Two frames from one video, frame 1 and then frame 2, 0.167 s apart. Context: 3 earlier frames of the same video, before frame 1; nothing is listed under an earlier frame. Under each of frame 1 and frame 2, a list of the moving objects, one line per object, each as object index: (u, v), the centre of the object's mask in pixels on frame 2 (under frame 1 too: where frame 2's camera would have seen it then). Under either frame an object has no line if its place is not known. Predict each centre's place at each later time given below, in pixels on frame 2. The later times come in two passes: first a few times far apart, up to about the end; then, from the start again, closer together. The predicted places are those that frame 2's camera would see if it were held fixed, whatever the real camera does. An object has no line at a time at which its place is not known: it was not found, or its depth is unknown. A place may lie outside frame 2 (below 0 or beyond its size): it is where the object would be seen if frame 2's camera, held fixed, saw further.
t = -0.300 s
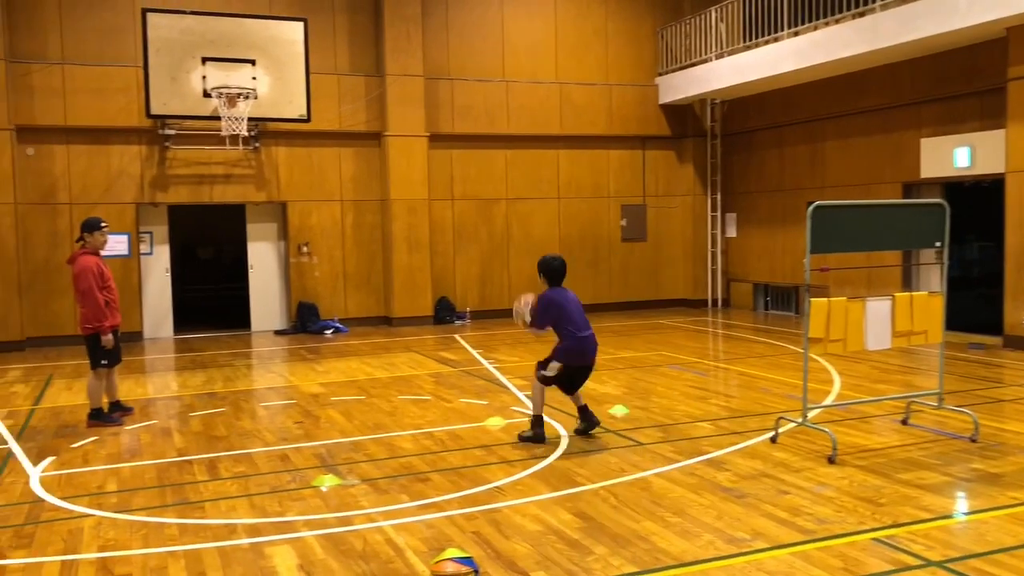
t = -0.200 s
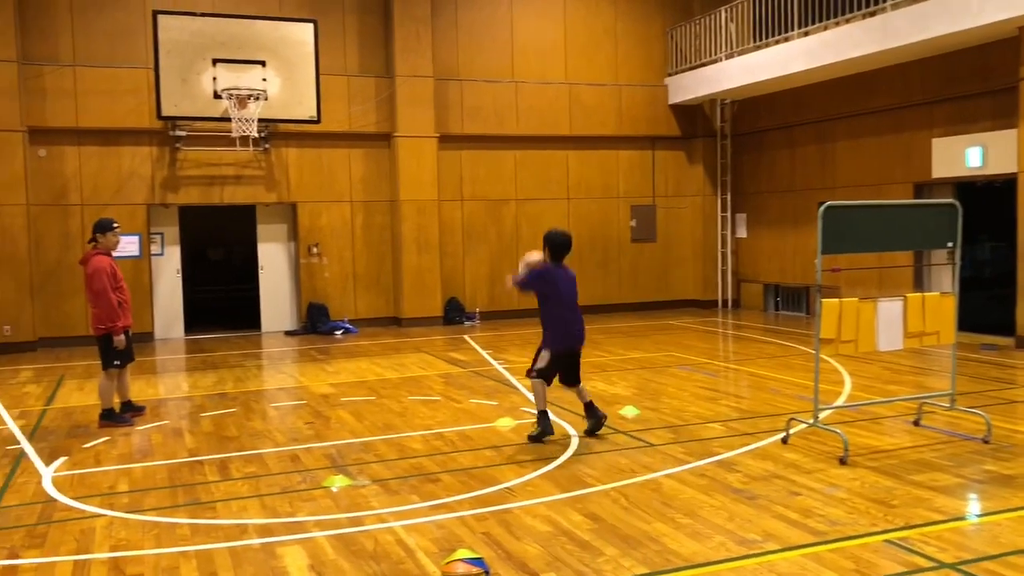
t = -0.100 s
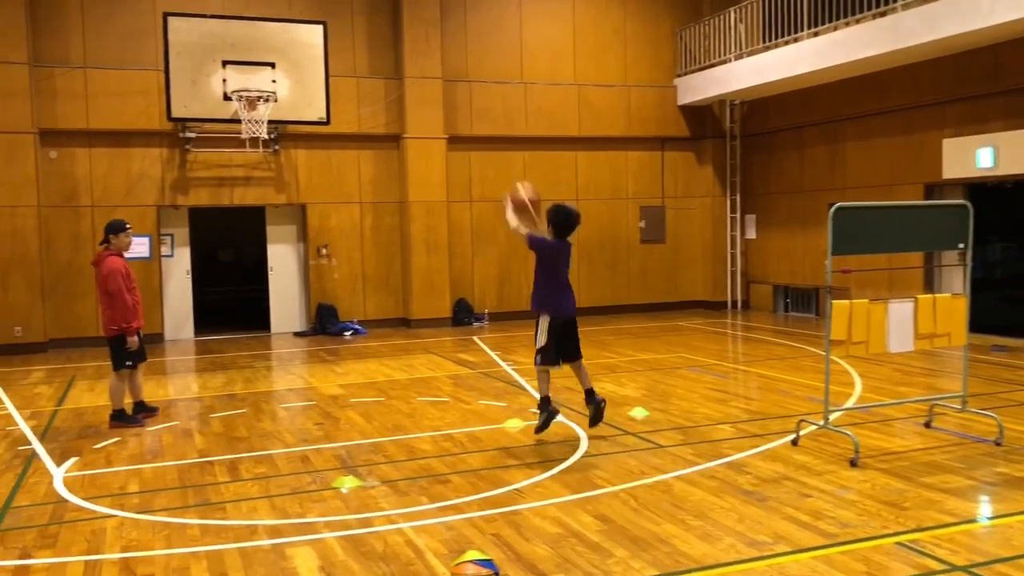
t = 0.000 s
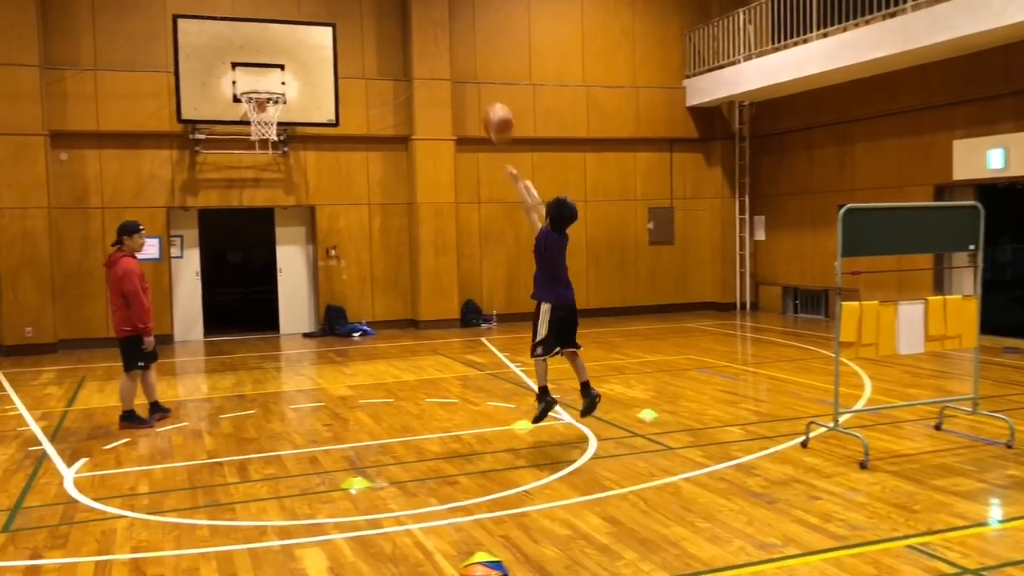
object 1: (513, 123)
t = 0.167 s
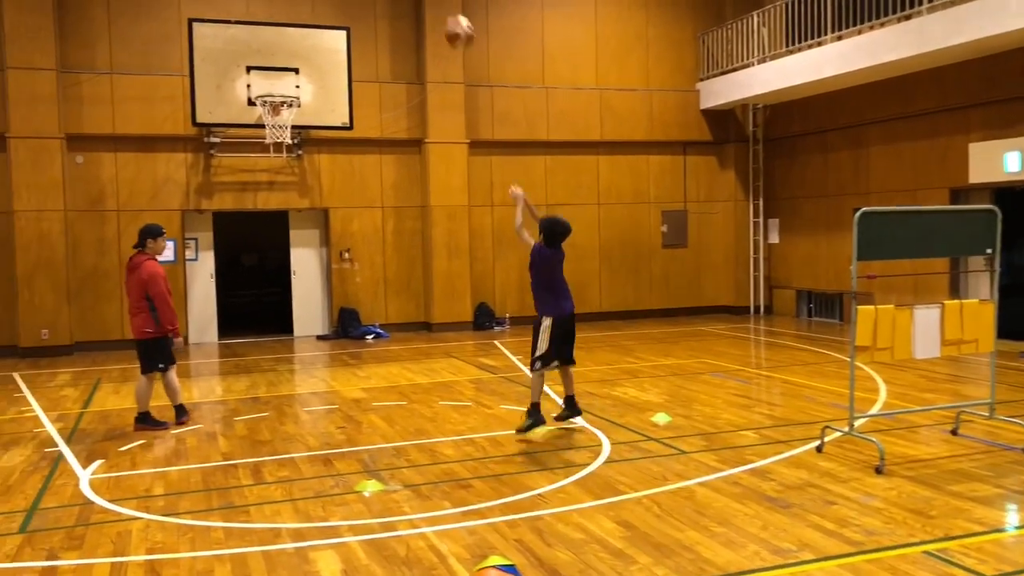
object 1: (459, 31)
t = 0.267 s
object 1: (433, 3)
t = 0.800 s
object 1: (320, 6)
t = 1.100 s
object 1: (278, 109)
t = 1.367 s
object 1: (295, 193)
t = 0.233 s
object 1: (440, 9)
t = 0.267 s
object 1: (433, 3)
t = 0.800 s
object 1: (320, 6)
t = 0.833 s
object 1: (315, 16)
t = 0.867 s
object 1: (310, 25)
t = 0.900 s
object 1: (305, 37)
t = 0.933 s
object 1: (300, 49)
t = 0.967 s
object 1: (295, 62)
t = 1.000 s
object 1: (291, 75)
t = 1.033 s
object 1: (285, 90)
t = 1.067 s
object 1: (279, 104)
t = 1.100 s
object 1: (278, 109)
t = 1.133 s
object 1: (277, 119)
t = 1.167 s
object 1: (279, 122)
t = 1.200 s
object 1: (281, 125)
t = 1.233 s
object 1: (286, 146)
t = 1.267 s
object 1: (287, 158)
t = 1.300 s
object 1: (289, 167)
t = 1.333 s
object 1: (292, 178)
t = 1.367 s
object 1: (295, 193)
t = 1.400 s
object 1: (298, 207)
